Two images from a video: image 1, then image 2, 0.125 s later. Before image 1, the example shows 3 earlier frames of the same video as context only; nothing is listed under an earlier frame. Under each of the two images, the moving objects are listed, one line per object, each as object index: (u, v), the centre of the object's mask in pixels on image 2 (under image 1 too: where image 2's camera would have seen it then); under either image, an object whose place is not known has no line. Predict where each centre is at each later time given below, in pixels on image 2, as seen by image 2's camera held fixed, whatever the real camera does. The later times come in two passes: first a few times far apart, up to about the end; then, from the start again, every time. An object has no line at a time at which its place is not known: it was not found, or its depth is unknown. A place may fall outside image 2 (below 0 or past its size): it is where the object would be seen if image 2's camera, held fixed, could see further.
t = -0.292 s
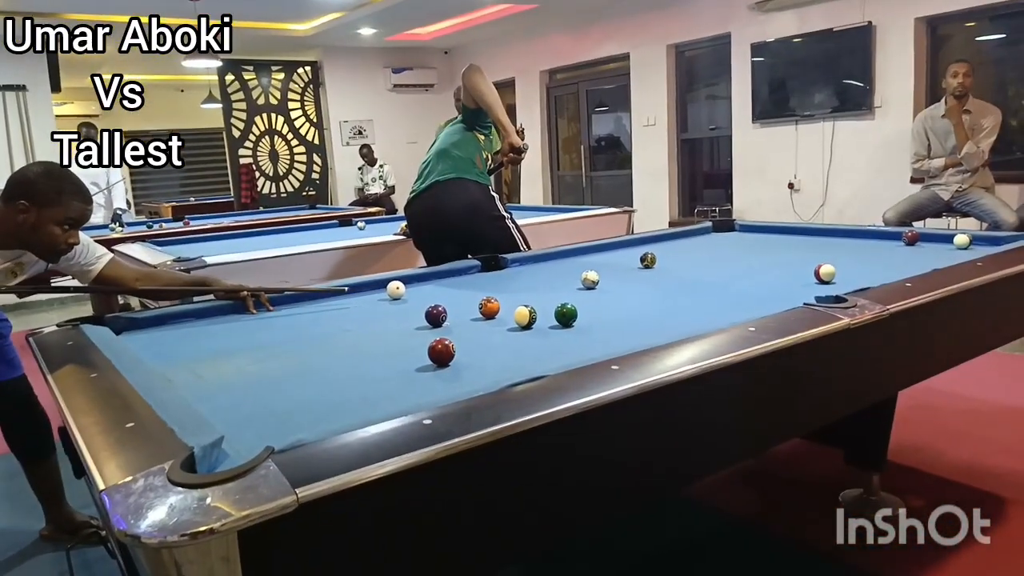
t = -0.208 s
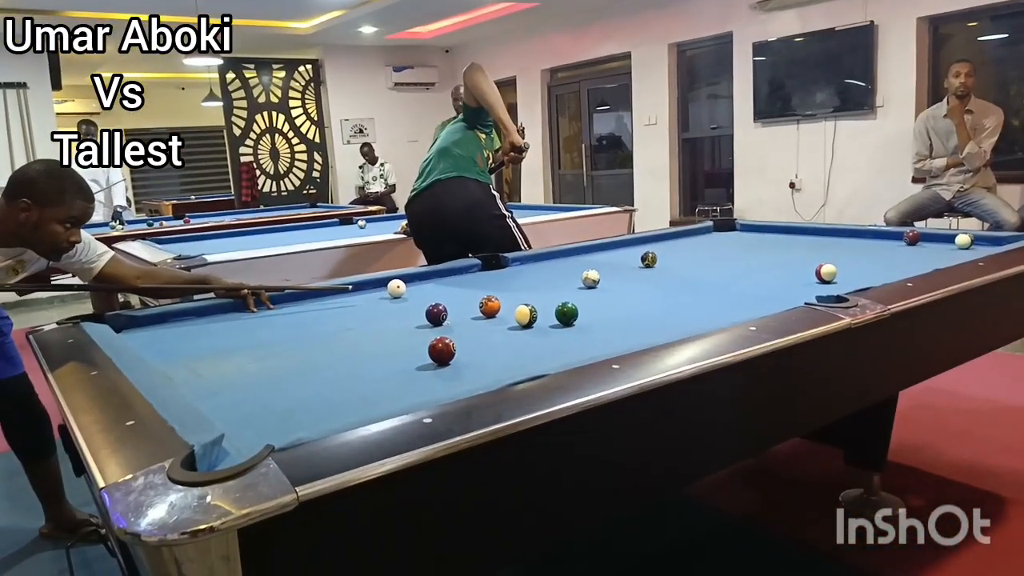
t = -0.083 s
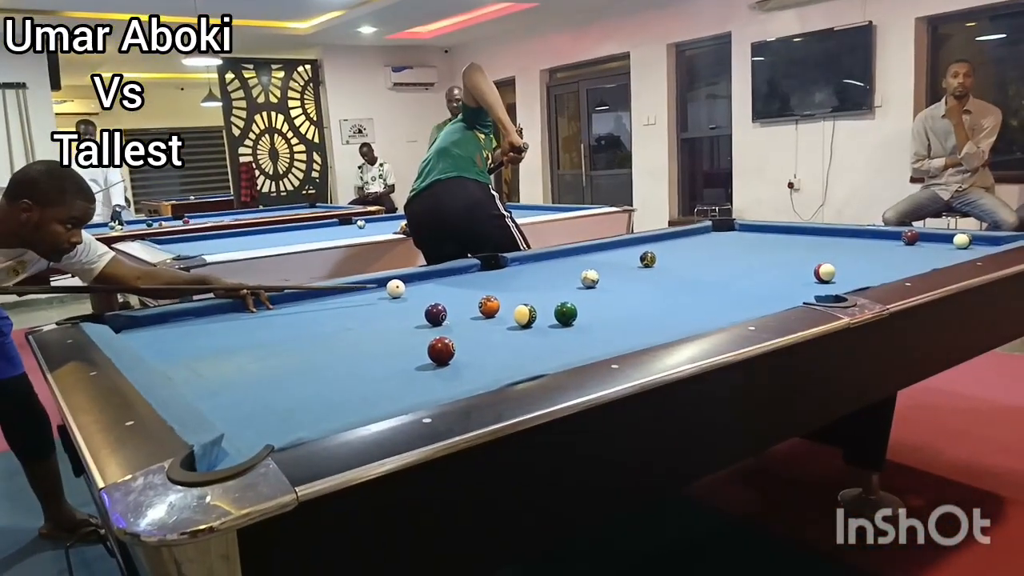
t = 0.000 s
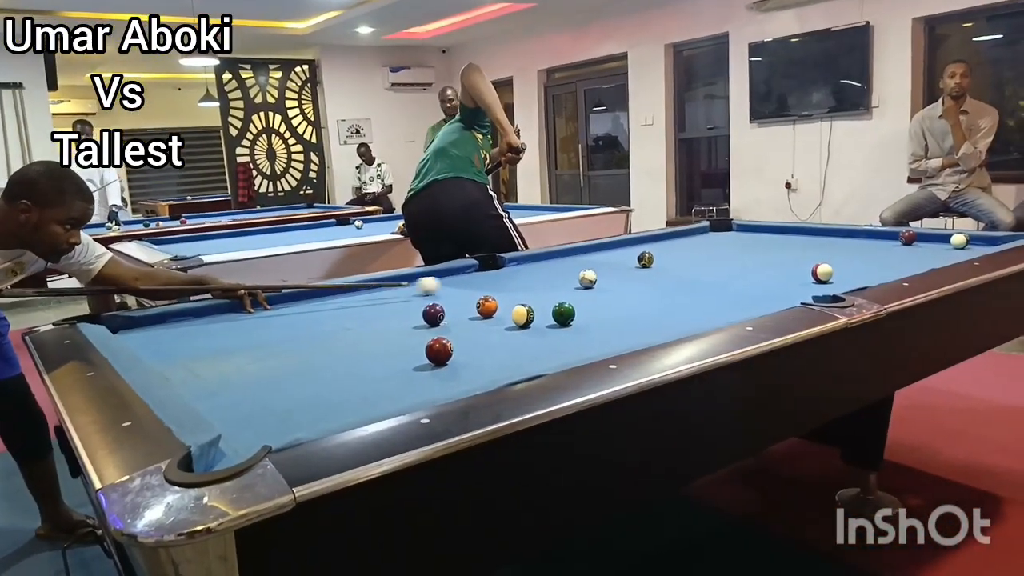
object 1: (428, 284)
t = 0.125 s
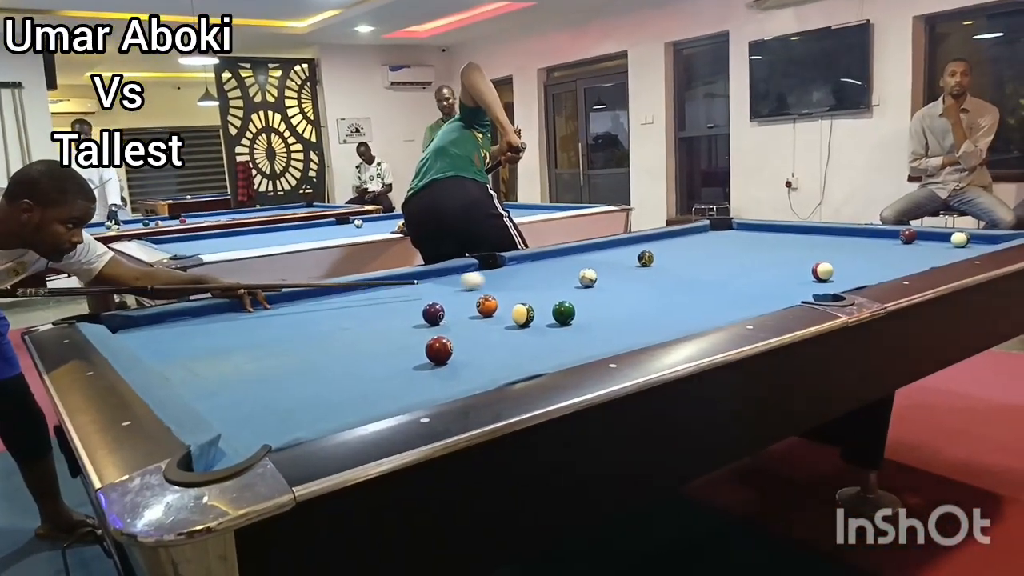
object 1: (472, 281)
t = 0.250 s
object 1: (516, 277)
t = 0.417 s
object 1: (571, 271)
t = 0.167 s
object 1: (486, 279)
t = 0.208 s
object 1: (501, 278)
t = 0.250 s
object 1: (516, 277)
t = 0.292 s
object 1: (530, 275)
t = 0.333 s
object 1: (545, 274)
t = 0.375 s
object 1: (558, 273)
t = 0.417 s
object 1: (571, 271)
